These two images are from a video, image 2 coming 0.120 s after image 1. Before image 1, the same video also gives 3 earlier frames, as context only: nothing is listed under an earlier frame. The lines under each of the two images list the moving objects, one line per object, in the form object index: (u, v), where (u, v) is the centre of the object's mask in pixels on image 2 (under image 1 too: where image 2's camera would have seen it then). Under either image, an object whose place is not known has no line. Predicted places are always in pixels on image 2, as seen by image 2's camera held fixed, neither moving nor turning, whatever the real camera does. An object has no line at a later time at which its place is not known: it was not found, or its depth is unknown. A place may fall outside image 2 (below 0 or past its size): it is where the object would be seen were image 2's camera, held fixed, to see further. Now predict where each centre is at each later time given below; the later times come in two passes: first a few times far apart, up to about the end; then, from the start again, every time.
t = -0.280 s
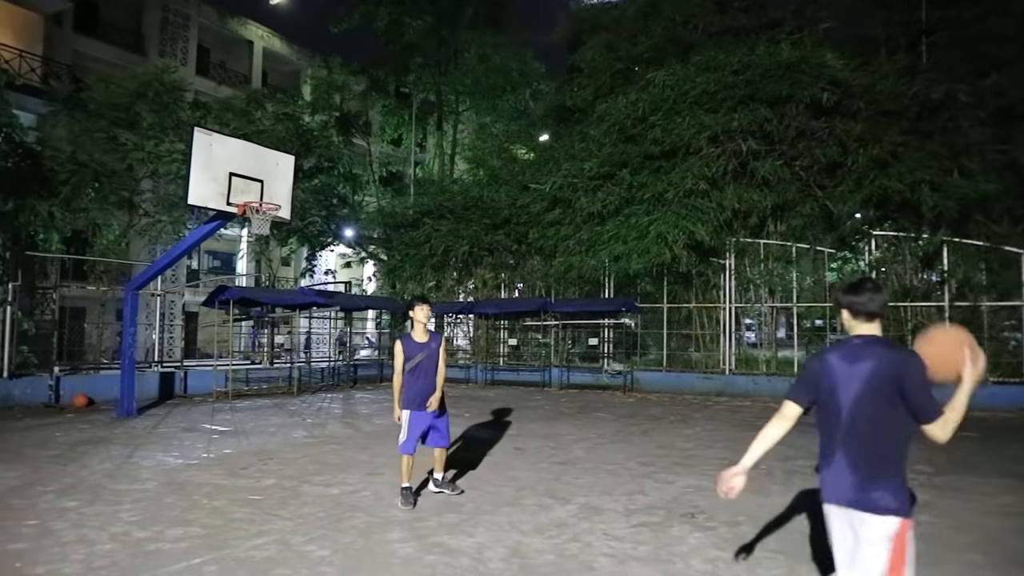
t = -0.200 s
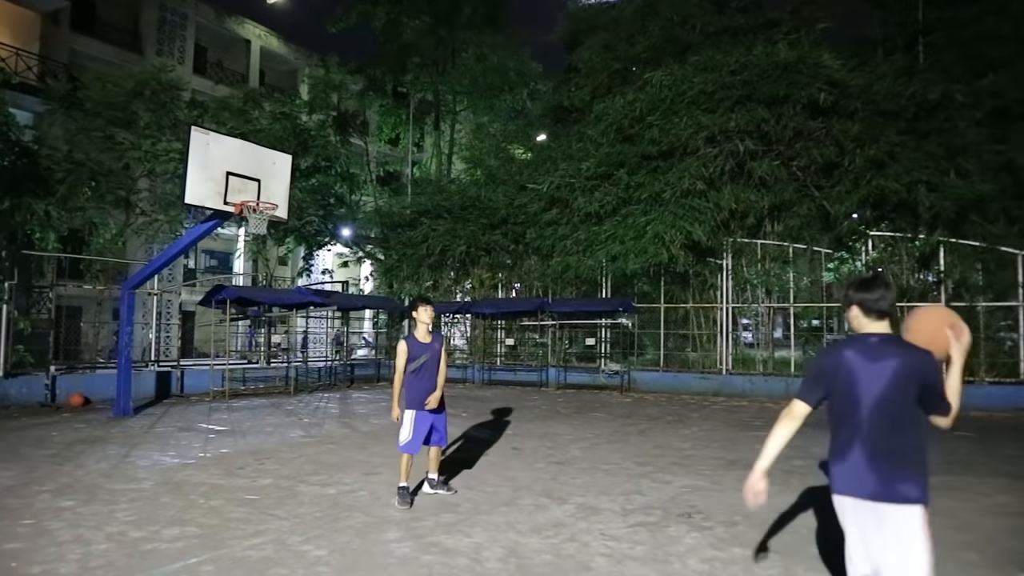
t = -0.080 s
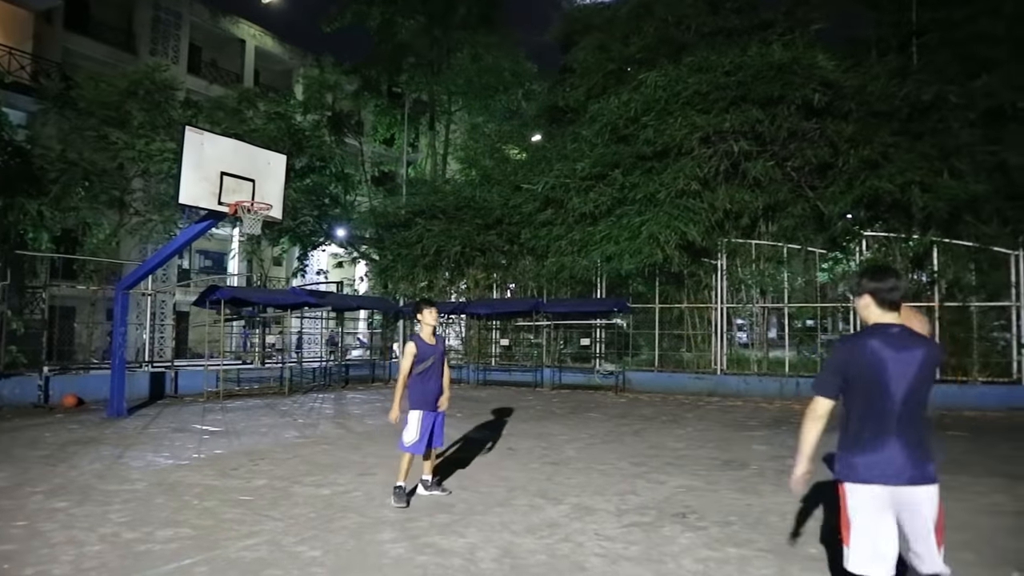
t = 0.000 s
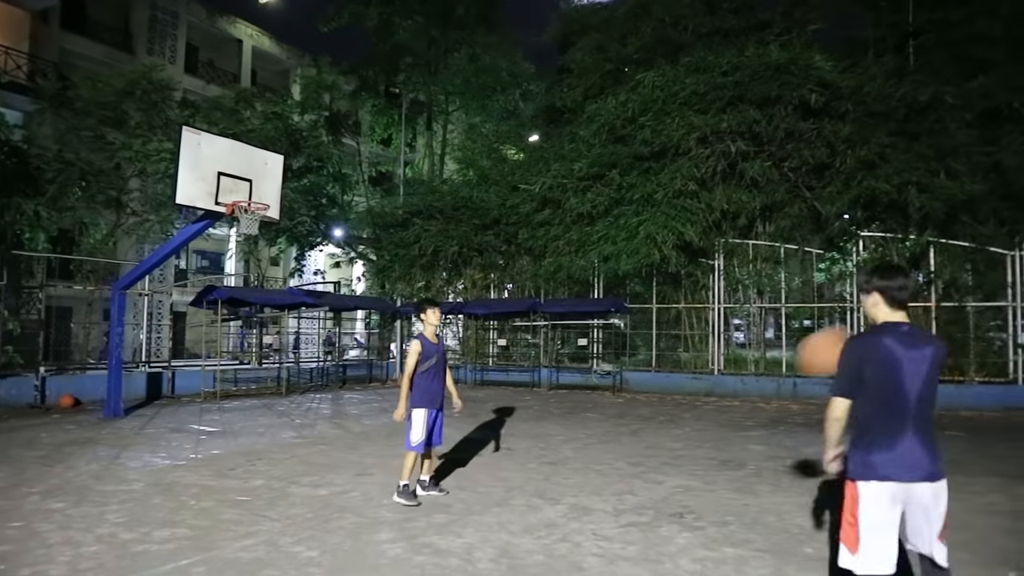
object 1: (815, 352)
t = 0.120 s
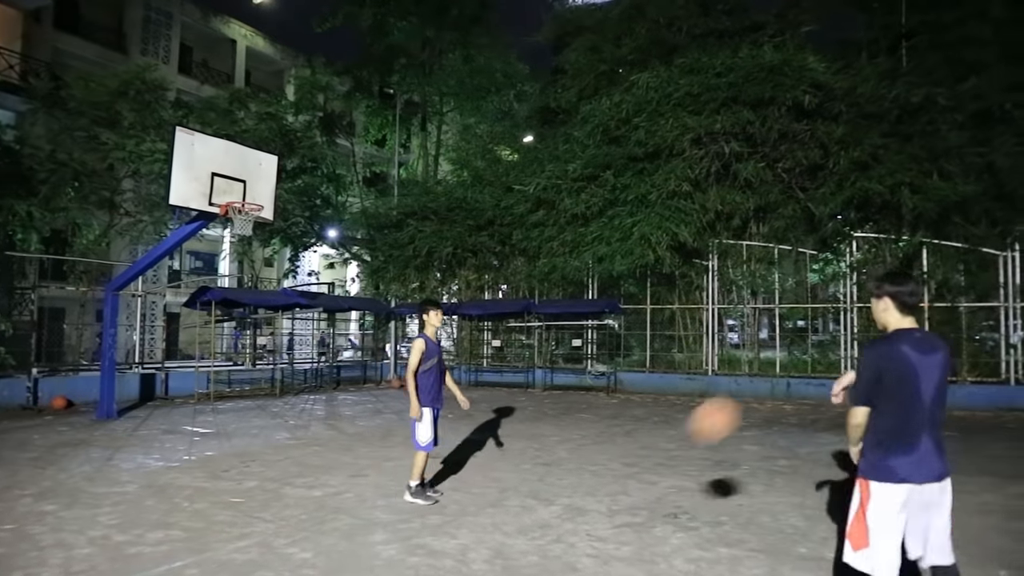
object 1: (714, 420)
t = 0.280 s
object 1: (604, 523)
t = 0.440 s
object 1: (552, 432)
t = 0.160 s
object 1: (684, 444)
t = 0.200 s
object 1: (655, 469)
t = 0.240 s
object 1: (626, 498)
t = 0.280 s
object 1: (604, 523)
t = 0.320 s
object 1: (587, 511)
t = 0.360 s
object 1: (575, 483)
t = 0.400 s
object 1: (563, 455)
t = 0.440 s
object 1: (552, 432)
